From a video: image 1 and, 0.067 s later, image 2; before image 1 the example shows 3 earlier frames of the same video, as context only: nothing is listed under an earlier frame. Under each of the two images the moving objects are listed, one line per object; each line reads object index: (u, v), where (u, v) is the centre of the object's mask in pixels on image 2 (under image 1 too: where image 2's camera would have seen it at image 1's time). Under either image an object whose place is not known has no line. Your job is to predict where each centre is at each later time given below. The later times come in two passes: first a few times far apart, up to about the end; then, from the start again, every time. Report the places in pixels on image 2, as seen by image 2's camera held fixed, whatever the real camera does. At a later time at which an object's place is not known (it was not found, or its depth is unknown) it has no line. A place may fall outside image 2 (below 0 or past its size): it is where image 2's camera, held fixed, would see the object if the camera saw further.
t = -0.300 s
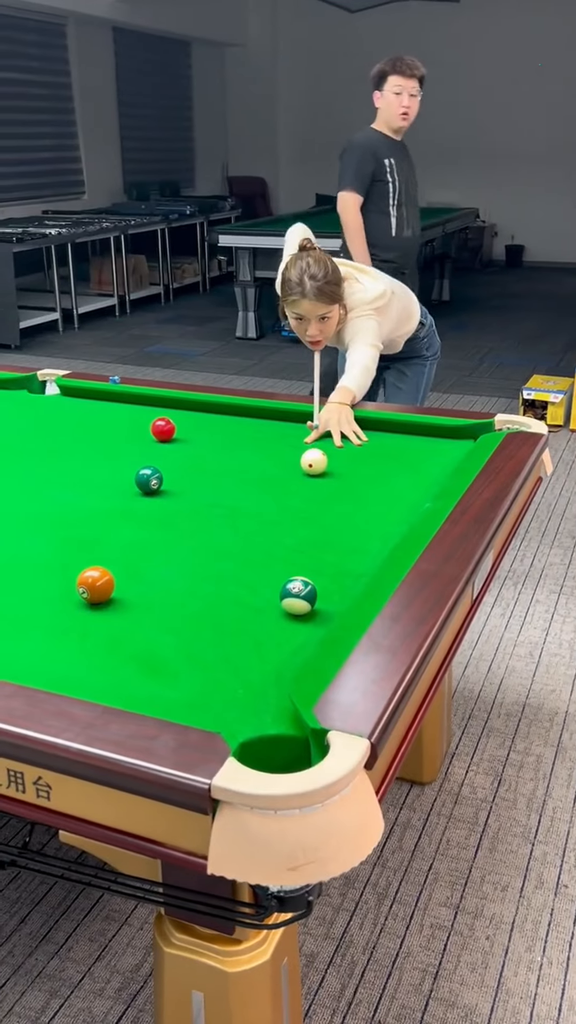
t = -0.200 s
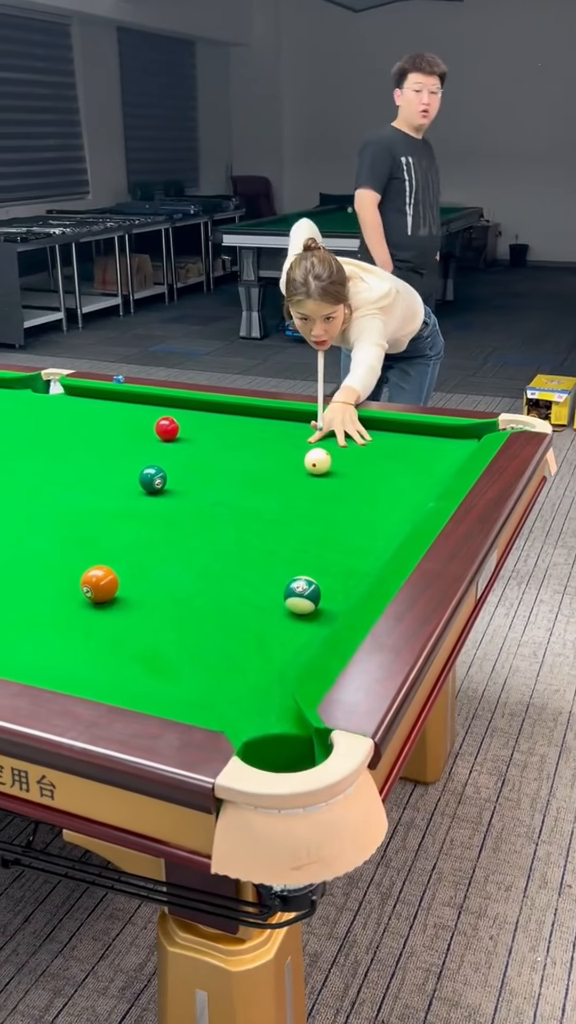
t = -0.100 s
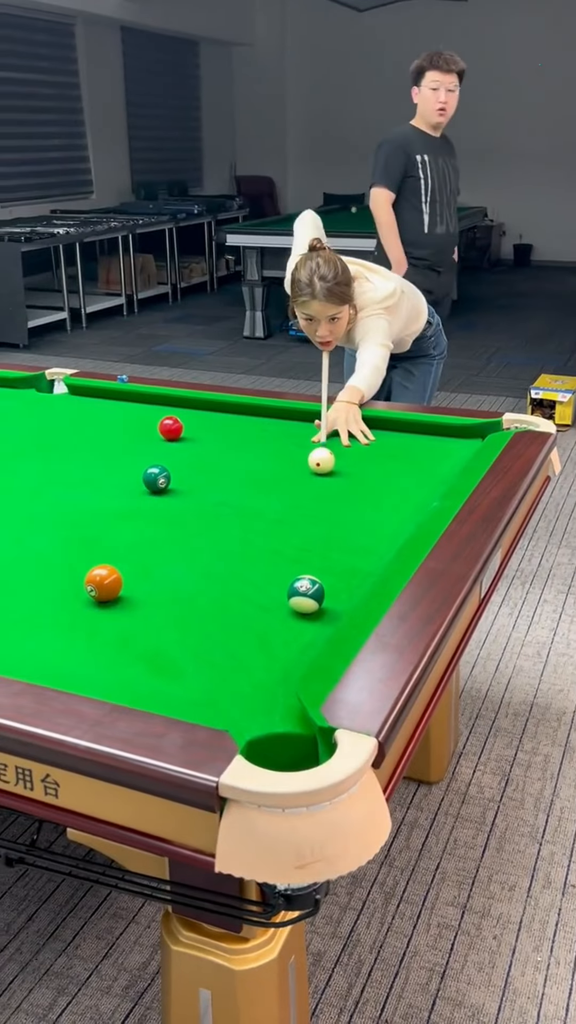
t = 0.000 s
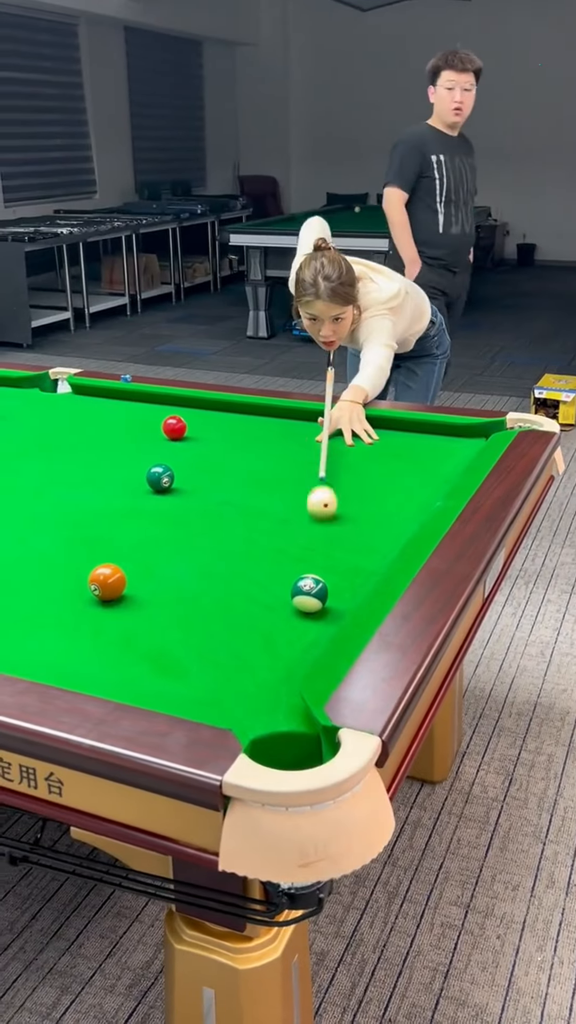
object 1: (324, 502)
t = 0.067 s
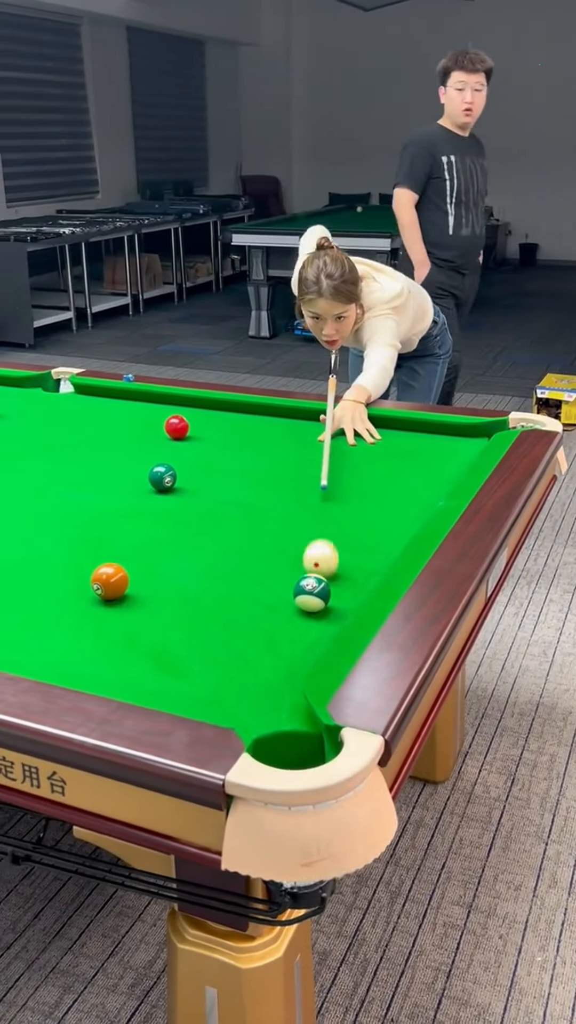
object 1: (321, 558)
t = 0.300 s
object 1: (359, 576)
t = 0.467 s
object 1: (346, 566)
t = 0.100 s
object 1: (326, 576)
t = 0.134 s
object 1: (335, 579)
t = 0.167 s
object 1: (345, 580)
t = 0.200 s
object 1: (353, 580)
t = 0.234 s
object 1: (360, 578)
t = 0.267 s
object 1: (362, 577)
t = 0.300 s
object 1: (359, 576)
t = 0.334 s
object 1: (357, 574)
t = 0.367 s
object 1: (354, 572)
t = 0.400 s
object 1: (351, 570)
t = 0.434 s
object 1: (349, 568)
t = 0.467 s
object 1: (346, 566)
